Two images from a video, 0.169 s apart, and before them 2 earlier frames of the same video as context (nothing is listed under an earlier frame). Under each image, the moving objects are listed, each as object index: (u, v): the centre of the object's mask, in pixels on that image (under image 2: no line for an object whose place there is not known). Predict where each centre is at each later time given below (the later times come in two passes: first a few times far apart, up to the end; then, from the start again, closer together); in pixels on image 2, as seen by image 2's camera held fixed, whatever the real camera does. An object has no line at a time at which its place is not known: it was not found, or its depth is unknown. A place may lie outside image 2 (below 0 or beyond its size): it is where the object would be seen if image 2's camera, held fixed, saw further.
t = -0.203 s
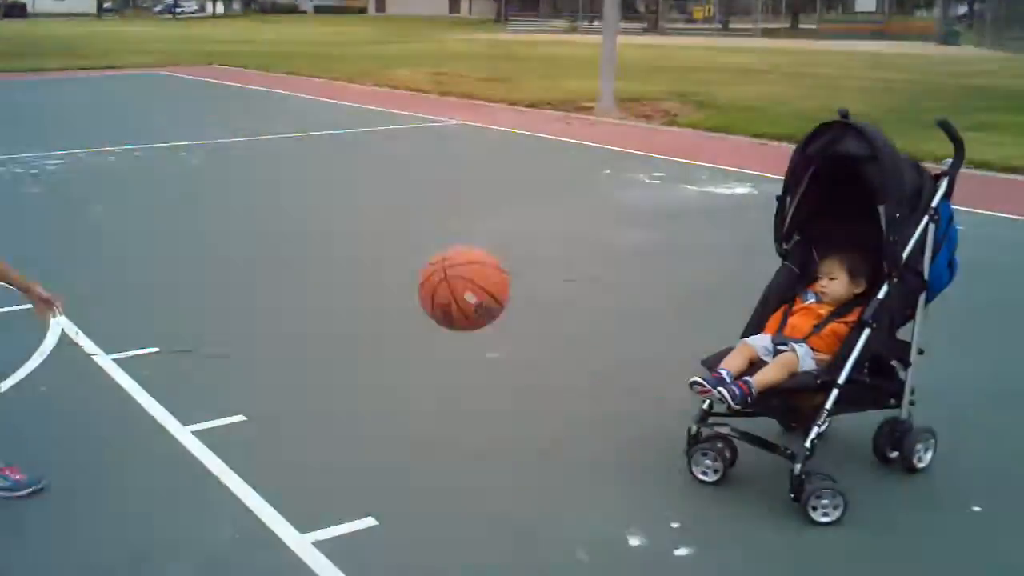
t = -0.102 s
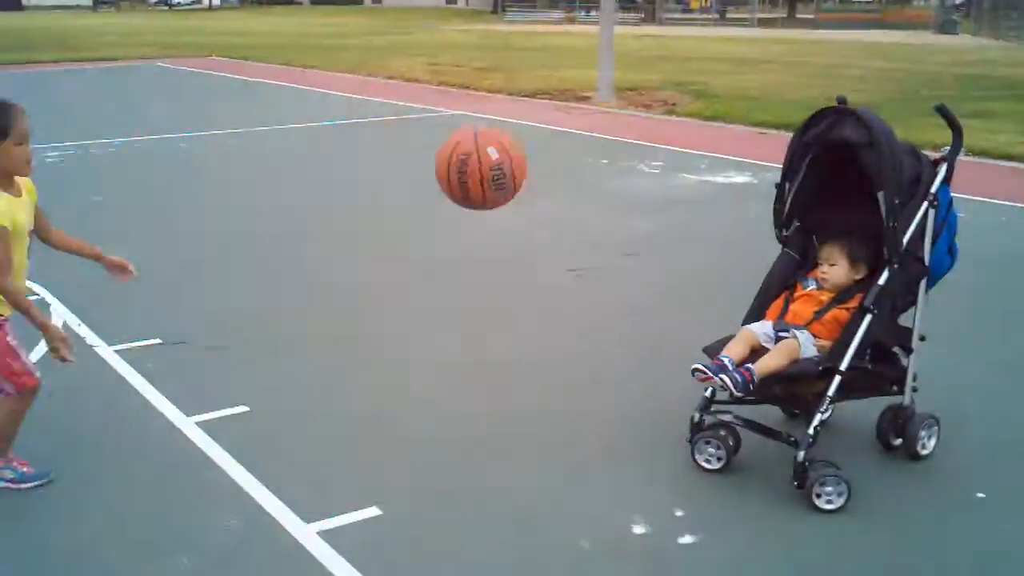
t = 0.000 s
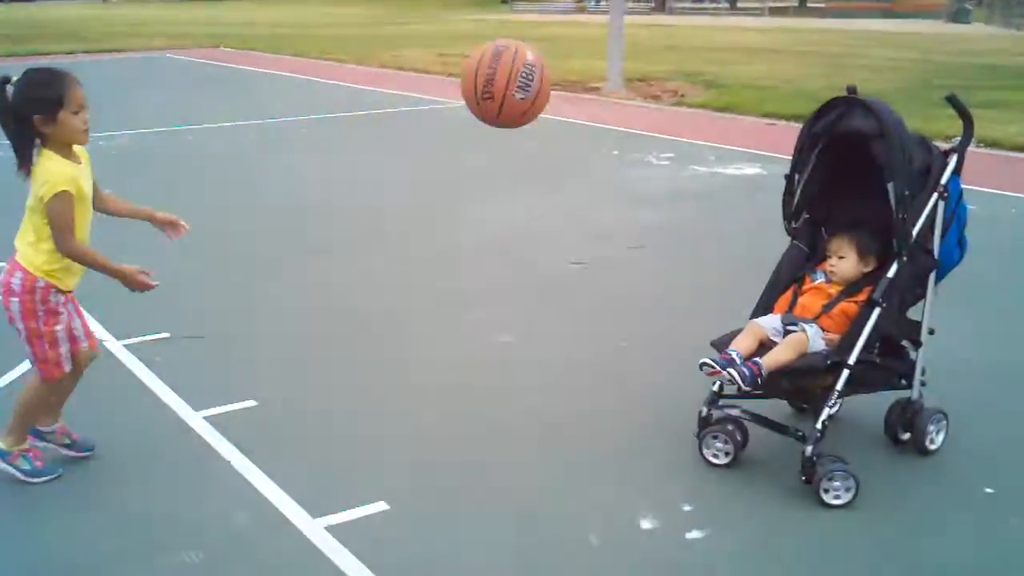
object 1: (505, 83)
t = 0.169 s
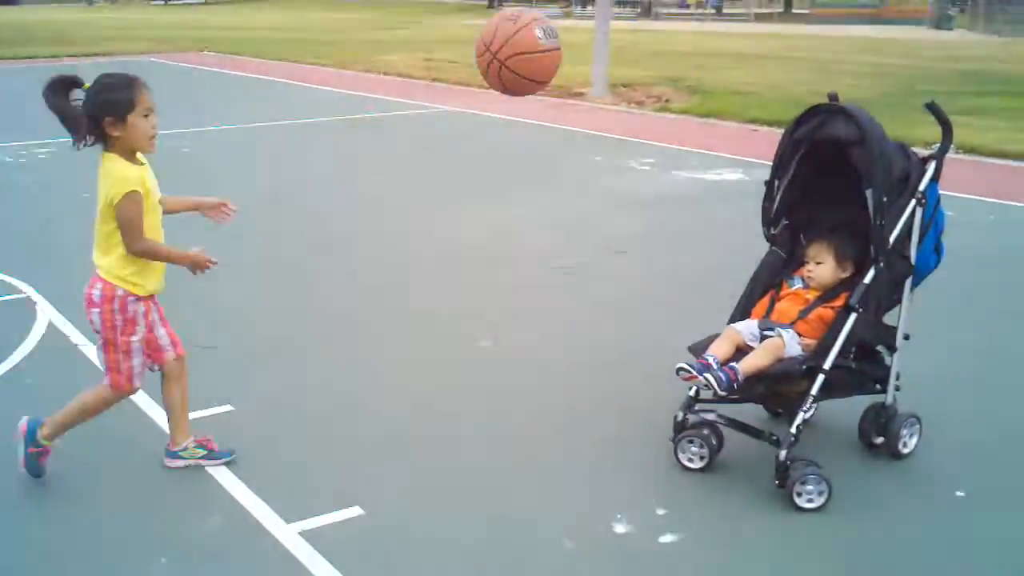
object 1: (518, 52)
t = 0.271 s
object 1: (532, 81)
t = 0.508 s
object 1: (560, 280)
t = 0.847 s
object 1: (595, 220)
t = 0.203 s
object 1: (523, 57)
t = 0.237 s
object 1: (527, 67)
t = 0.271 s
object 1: (532, 81)
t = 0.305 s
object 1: (536, 99)
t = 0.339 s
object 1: (539, 120)
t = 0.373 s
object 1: (544, 146)
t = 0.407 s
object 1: (549, 175)
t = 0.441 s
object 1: (553, 207)
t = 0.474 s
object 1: (557, 242)
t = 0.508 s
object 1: (560, 280)
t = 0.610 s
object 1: (570, 409)
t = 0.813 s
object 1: (591, 243)
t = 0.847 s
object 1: (595, 220)
